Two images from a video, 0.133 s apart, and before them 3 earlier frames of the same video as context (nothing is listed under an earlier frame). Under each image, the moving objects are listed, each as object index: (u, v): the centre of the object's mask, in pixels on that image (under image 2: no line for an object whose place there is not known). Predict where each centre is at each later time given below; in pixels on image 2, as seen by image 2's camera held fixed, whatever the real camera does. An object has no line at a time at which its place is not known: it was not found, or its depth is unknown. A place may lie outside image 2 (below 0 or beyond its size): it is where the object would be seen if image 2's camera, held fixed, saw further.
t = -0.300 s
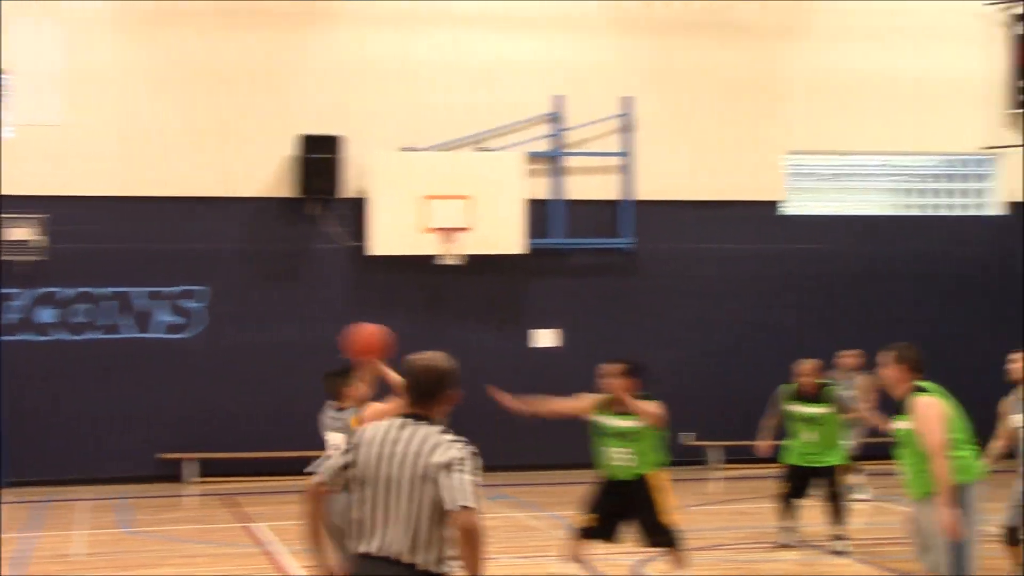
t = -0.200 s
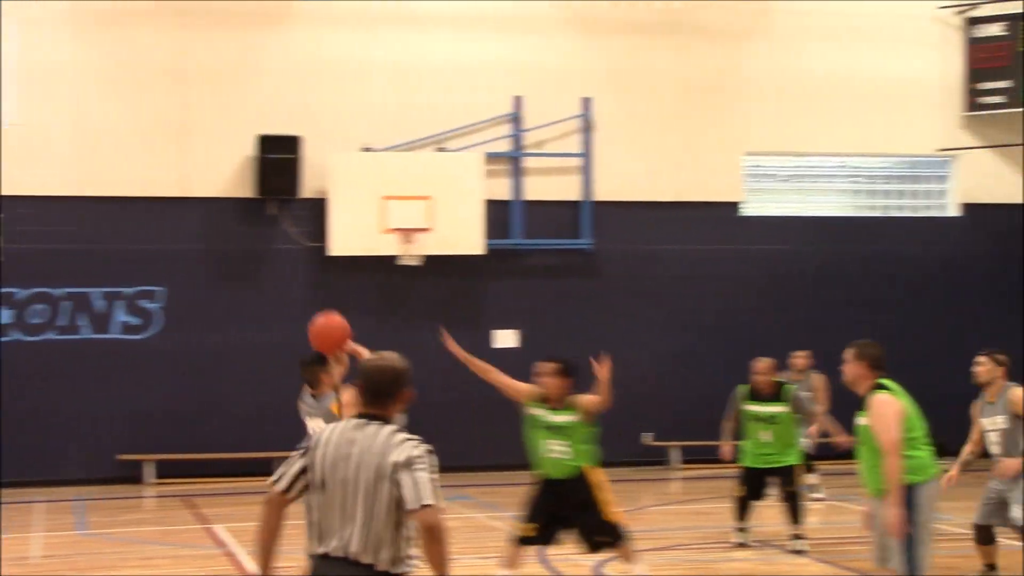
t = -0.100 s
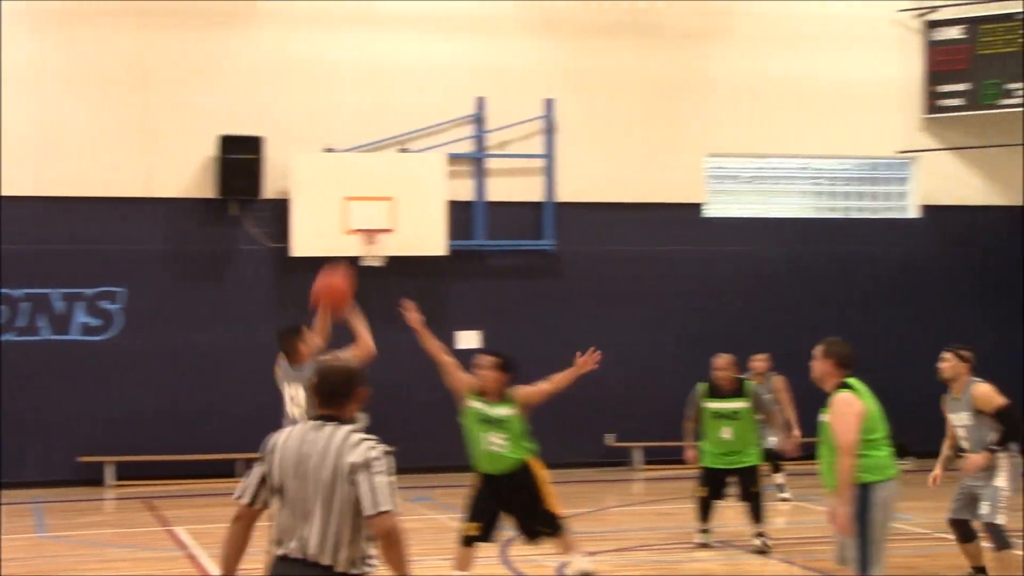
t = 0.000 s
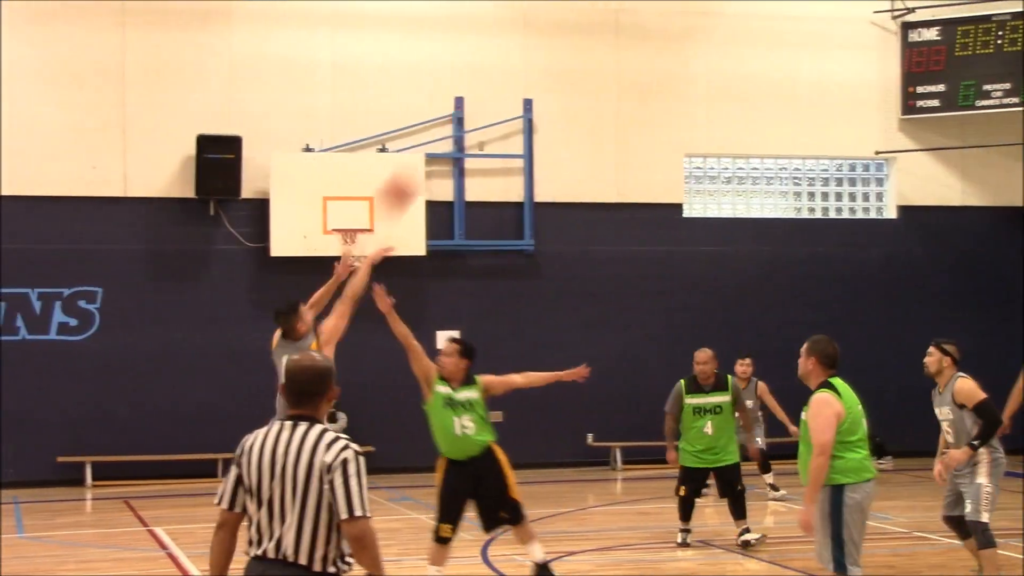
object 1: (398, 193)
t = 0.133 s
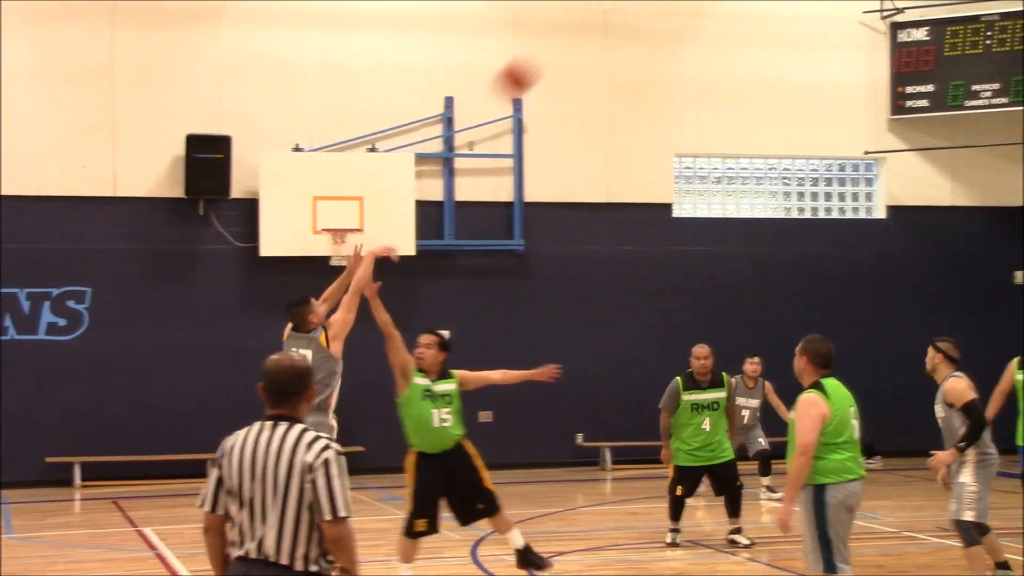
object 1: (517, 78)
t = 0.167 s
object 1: (547, 56)
